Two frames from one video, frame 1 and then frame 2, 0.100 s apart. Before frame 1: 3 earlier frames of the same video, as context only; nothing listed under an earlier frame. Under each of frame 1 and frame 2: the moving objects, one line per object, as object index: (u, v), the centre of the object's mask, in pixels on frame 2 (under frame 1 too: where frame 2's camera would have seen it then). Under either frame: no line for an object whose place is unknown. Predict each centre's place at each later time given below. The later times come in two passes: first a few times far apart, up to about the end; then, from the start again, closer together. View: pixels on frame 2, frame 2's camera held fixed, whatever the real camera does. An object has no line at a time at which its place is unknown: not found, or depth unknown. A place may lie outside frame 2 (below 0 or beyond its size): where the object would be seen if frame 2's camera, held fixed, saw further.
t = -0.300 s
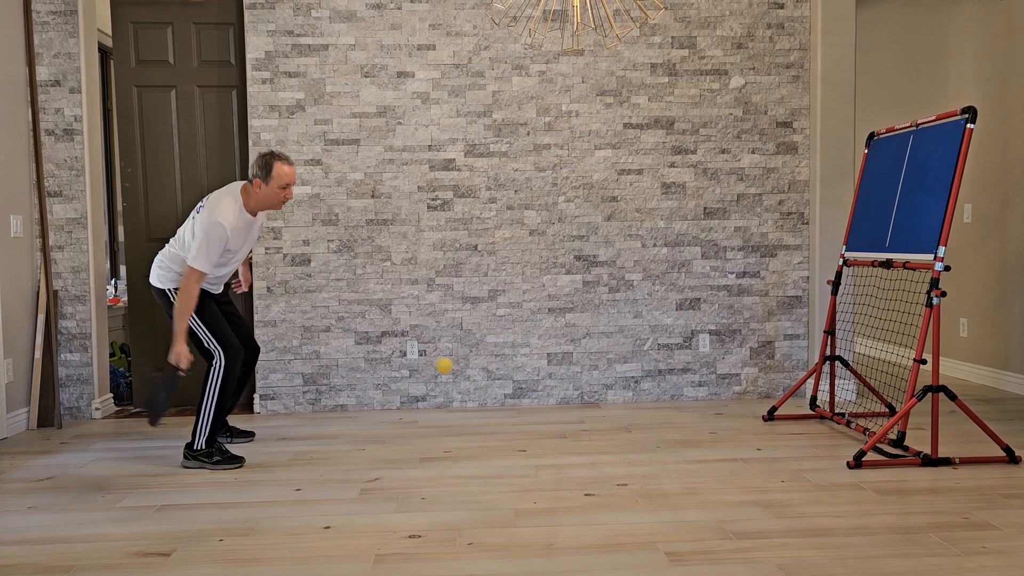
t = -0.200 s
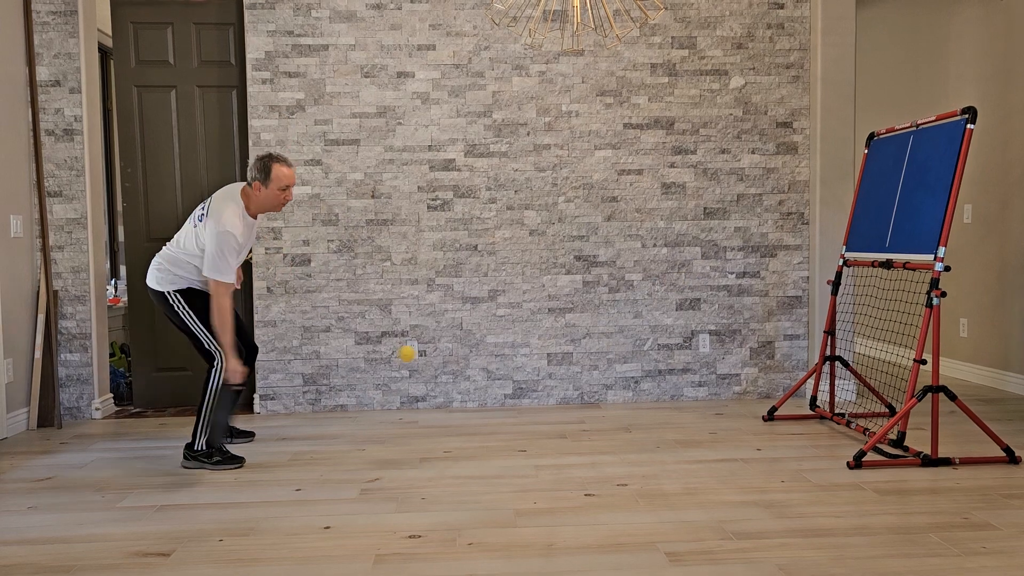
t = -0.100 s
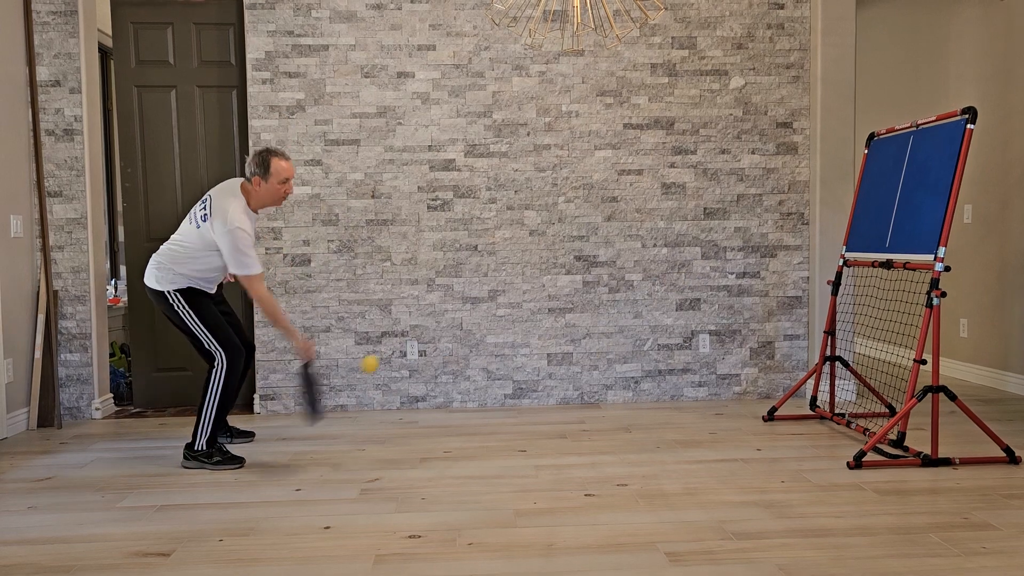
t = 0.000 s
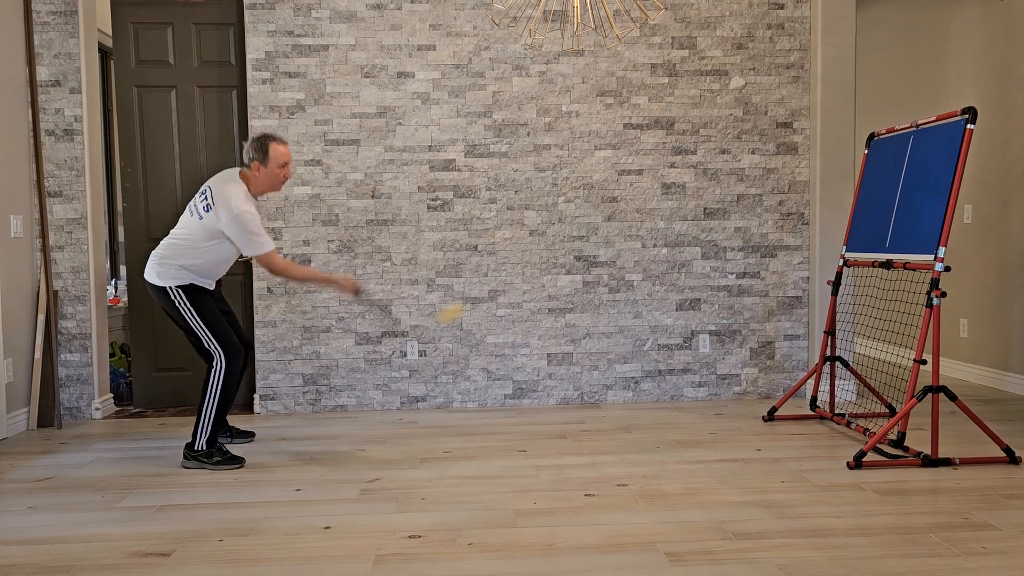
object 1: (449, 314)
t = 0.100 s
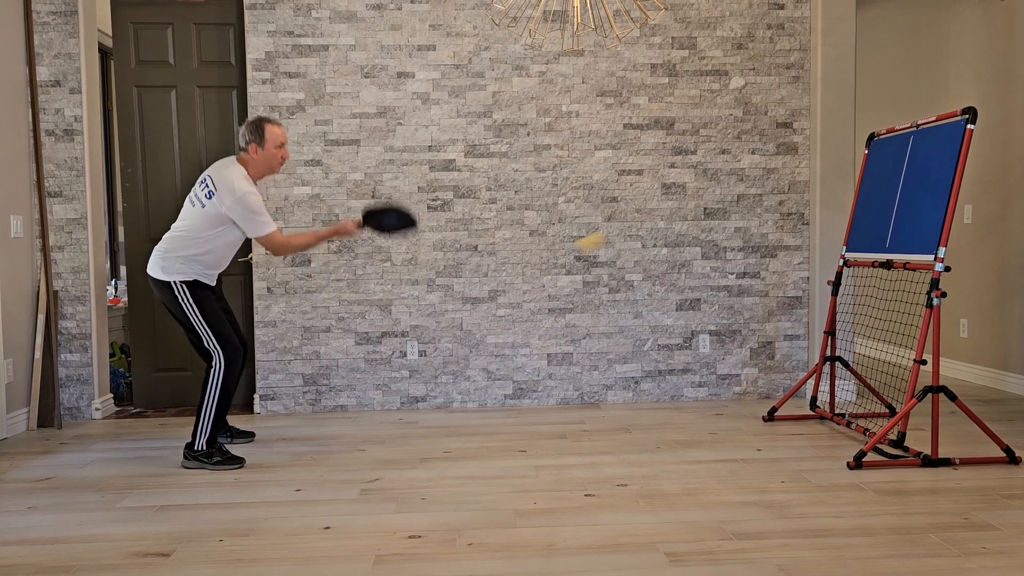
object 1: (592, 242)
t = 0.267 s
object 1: (808, 179)
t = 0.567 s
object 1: (748, 147)
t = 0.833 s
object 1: (577, 256)
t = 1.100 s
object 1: (435, 403)
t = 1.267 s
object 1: (389, 334)
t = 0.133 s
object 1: (636, 224)
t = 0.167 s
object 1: (680, 209)
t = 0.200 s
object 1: (723, 196)
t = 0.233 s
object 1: (767, 185)
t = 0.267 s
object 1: (808, 179)
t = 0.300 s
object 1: (851, 173)
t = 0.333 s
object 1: (892, 171)
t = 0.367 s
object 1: (884, 162)
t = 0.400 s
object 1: (862, 154)
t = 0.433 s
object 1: (838, 147)
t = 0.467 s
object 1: (815, 144)
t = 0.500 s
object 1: (792, 143)
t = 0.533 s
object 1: (771, 144)
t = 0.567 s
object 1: (748, 147)
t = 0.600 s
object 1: (726, 153)
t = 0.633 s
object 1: (704, 161)
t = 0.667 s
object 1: (683, 172)
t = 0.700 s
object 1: (662, 184)
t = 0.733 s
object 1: (640, 198)
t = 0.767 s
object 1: (619, 215)
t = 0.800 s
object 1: (597, 235)
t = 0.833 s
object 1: (577, 256)
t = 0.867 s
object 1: (556, 279)
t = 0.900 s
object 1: (537, 304)
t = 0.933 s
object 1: (516, 332)
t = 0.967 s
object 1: (496, 362)
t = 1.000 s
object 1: (477, 391)
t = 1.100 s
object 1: (435, 403)
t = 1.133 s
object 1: (426, 385)
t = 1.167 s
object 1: (416, 368)
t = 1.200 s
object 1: (407, 355)
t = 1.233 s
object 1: (398, 344)
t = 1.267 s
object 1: (389, 334)
